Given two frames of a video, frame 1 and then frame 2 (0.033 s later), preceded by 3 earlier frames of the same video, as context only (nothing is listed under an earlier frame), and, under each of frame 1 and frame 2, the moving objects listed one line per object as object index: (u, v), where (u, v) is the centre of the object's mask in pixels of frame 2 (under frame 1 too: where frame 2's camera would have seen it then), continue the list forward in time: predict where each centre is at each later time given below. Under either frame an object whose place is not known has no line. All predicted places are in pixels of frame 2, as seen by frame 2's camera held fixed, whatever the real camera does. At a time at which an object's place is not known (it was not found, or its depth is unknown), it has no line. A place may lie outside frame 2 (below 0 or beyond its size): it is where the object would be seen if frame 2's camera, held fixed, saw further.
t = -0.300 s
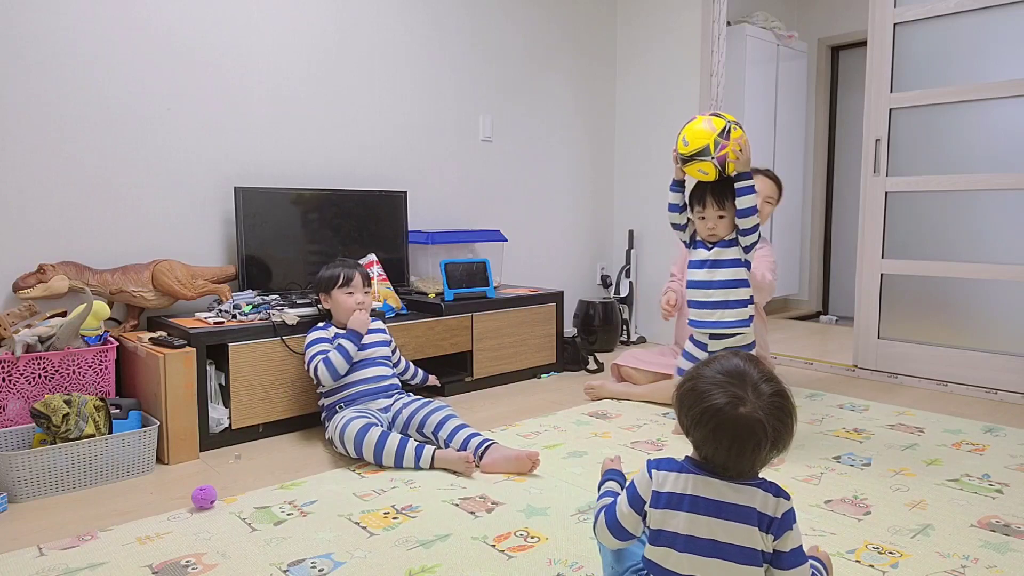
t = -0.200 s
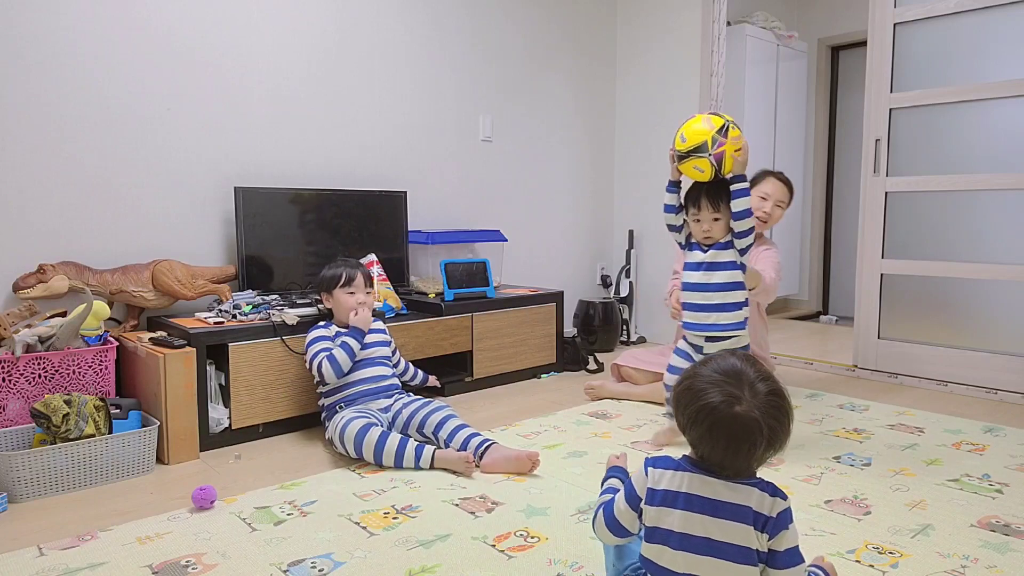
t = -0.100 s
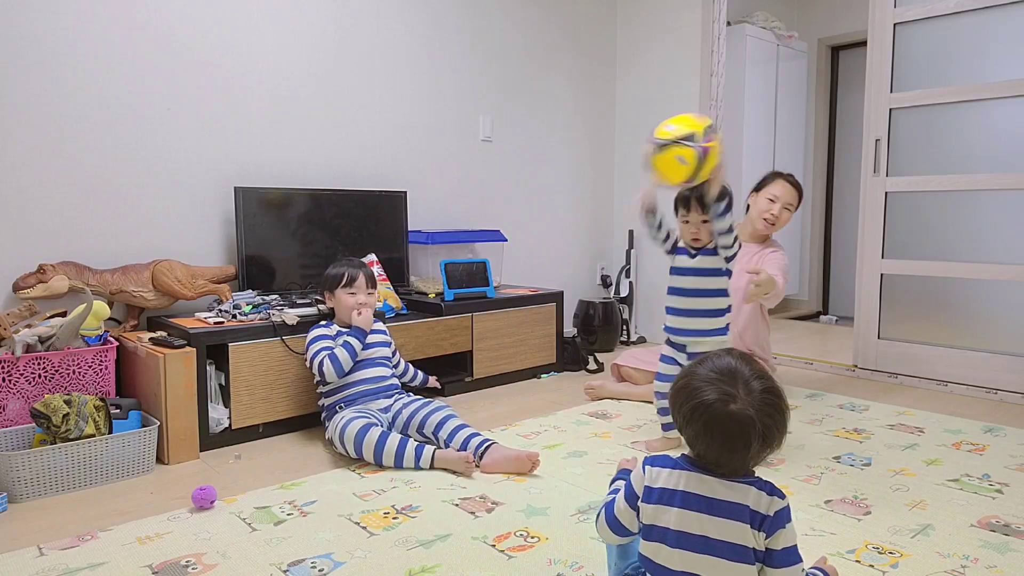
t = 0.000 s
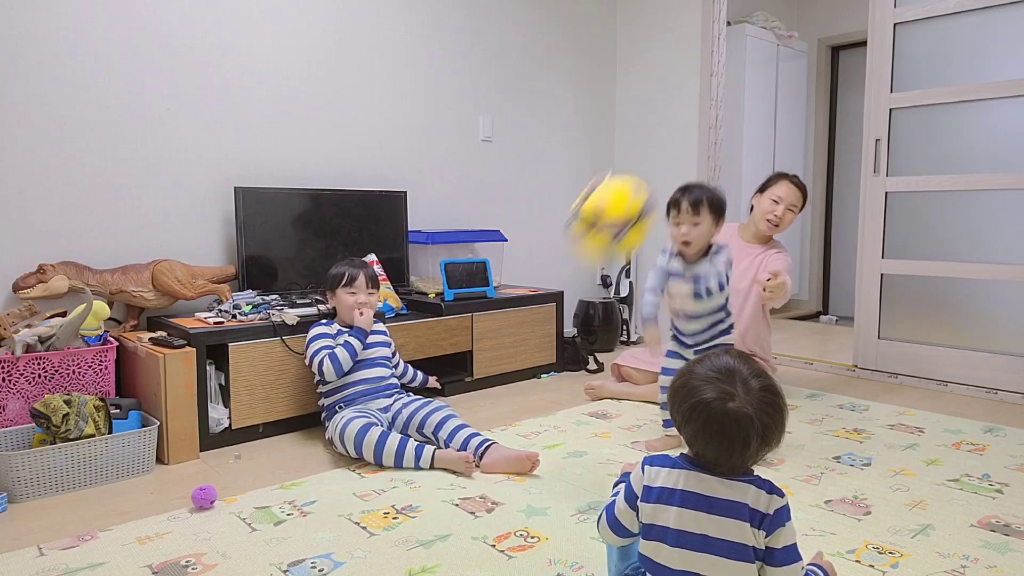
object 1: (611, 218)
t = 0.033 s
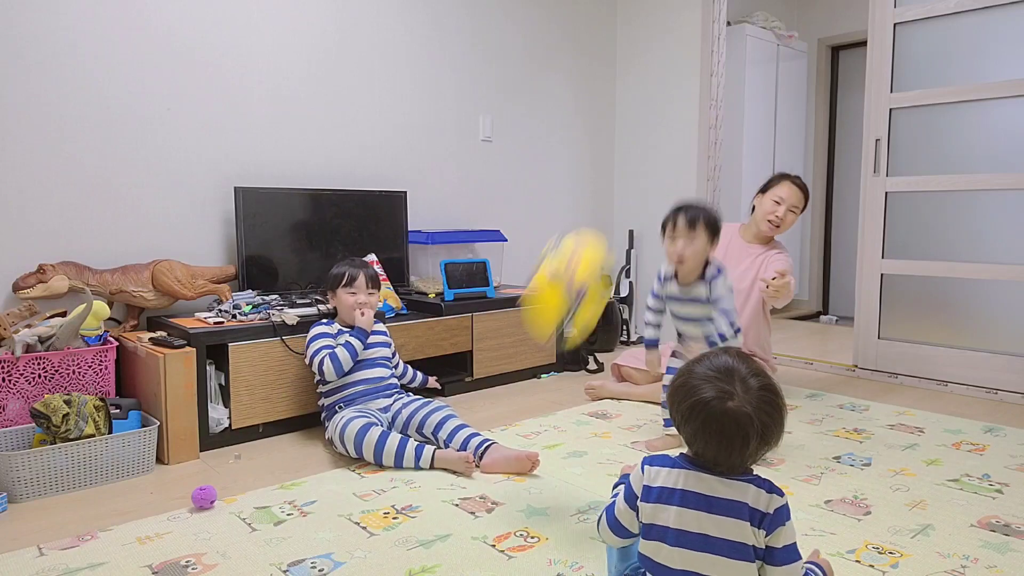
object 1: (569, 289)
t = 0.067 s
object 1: (548, 329)
